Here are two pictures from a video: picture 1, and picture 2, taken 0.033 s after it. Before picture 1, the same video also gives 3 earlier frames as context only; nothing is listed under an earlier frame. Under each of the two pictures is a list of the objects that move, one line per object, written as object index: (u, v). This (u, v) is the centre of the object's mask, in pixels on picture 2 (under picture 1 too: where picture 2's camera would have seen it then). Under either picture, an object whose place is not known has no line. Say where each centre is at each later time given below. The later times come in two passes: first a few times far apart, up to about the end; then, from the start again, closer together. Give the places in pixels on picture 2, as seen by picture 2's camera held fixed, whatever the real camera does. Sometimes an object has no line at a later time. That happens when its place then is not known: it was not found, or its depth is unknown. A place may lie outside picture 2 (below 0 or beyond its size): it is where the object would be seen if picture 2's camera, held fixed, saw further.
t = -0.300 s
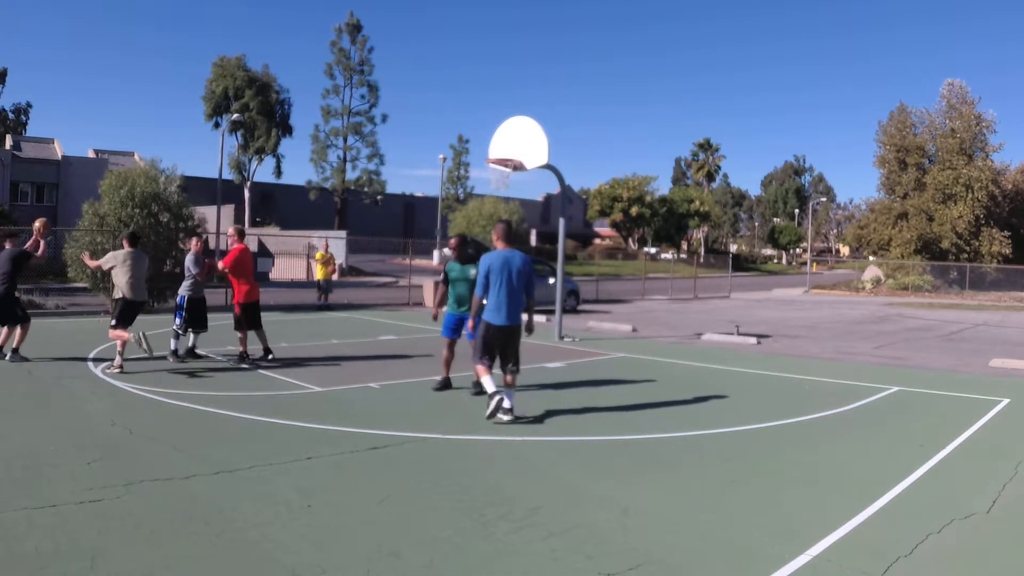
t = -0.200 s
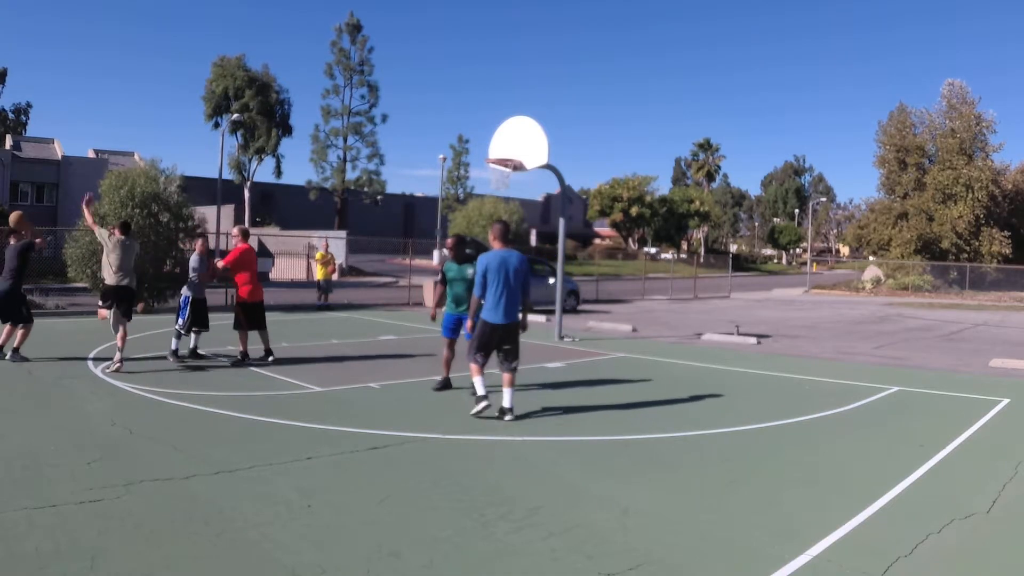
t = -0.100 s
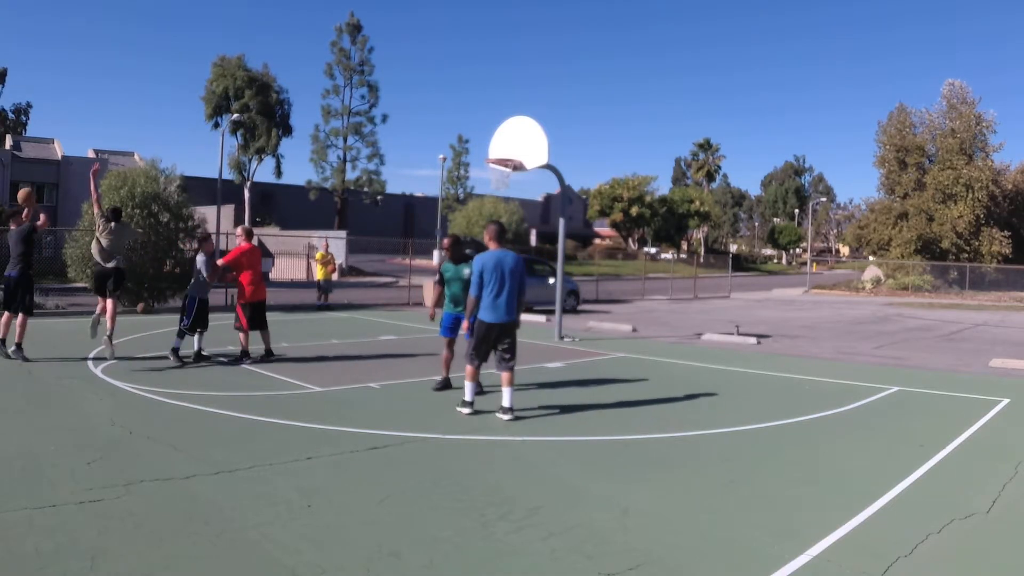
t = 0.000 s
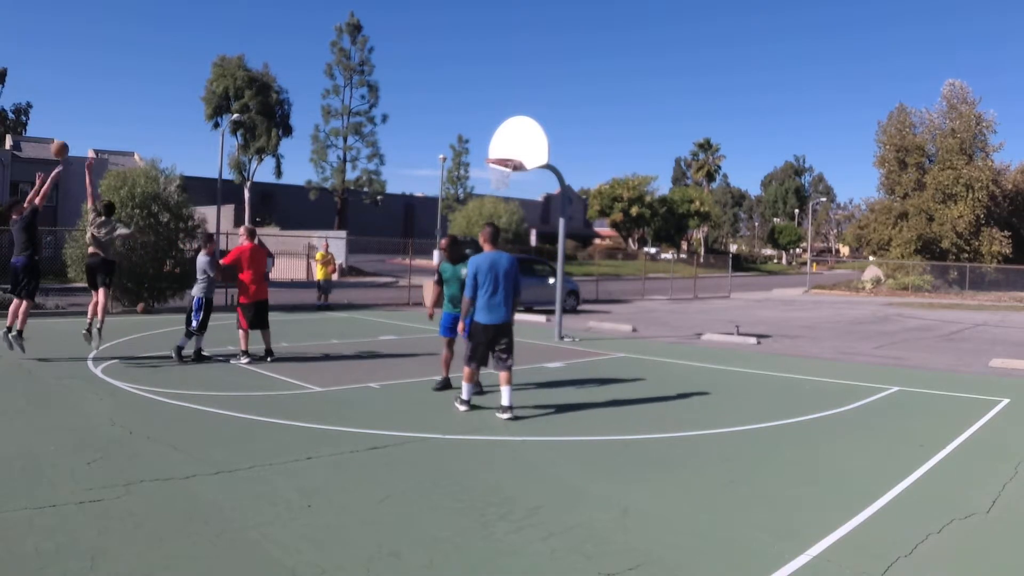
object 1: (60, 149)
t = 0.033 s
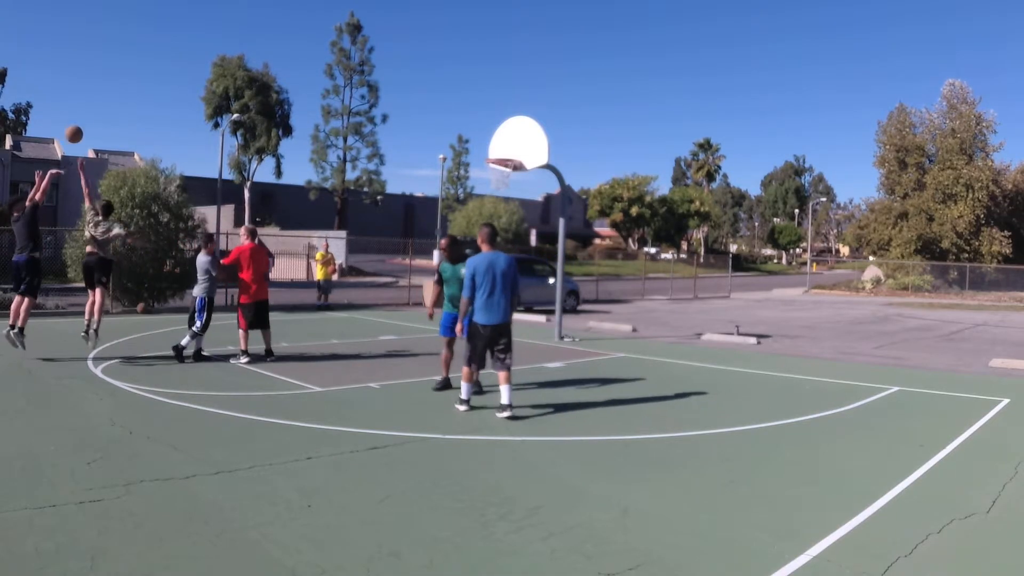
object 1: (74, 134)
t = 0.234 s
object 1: (156, 62)
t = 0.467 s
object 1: (246, 19)
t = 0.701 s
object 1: (327, 16)
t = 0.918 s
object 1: (396, 46)
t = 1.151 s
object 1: (462, 109)
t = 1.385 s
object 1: (512, 179)
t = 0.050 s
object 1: (81, 126)
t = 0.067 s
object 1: (87, 120)
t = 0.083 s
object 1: (94, 113)
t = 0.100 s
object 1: (102, 106)
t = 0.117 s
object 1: (109, 100)
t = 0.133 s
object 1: (115, 94)
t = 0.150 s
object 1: (122, 88)
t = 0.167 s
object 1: (129, 82)
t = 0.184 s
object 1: (136, 77)
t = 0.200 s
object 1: (143, 72)
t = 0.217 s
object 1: (149, 67)
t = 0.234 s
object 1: (156, 62)
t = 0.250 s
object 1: (163, 58)
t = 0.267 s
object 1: (169, 53)
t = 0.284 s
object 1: (176, 49)
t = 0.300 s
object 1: (183, 46)
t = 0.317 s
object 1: (189, 42)
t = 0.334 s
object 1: (196, 39)
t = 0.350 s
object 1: (202, 36)
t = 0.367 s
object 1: (208, 33)
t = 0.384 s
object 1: (215, 30)
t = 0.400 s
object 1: (221, 27)
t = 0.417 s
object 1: (227, 25)
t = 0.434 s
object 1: (234, 23)
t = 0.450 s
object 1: (240, 21)
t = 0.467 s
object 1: (246, 19)
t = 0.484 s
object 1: (252, 18)
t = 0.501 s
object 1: (258, 17)
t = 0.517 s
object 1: (264, 16)
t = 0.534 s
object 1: (270, 15)
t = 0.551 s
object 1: (276, 14)
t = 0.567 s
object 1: (282, 13)
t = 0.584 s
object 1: (288, 13)
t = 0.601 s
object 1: (294, 13)
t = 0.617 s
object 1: (299, 13)
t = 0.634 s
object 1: (305, 14)
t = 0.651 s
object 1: (311, 14)
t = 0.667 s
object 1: (316, 15)
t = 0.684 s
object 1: (322, 16)
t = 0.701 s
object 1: (327, 16)
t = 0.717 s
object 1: (333, 17)
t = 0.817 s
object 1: (365, 28)
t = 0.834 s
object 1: (370, 31)
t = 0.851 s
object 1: (375, 34)
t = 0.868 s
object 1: (381, 37)
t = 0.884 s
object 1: (385, 39)
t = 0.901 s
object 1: (391, 42)
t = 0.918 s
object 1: (396, 46)
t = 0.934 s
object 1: (401, 49)
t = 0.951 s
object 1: (406, 53)
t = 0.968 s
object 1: (411, 57)
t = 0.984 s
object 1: (415, 61)
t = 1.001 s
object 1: (420, 65)
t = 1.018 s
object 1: (425, 69)
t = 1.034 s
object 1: (430, 73)
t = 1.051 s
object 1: (435, 78)
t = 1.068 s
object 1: (439, 83)
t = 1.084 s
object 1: (444, 87)
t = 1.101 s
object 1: (448, 93)
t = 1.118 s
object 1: (453, 98)
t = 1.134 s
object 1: (458, 103)
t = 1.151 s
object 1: (462, 109)
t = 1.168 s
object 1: (467, 114)
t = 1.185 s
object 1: (471, 120)
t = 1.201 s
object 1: (476, 126)
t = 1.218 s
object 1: (480, 131)
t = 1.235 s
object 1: (484, 138)
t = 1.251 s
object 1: (489, 144)
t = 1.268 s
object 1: (493, 151)
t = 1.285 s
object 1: (497, 156)
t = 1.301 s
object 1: (501, 164)
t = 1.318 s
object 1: (506, 171)
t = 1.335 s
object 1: (509, 176)
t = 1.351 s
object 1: (510, 177)
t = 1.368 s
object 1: (511, 177)
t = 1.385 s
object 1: (512, 179)
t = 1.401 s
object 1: (513, 180)
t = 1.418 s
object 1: (514, 182)
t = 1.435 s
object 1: (516, 184)
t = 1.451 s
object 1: (517, 186)
